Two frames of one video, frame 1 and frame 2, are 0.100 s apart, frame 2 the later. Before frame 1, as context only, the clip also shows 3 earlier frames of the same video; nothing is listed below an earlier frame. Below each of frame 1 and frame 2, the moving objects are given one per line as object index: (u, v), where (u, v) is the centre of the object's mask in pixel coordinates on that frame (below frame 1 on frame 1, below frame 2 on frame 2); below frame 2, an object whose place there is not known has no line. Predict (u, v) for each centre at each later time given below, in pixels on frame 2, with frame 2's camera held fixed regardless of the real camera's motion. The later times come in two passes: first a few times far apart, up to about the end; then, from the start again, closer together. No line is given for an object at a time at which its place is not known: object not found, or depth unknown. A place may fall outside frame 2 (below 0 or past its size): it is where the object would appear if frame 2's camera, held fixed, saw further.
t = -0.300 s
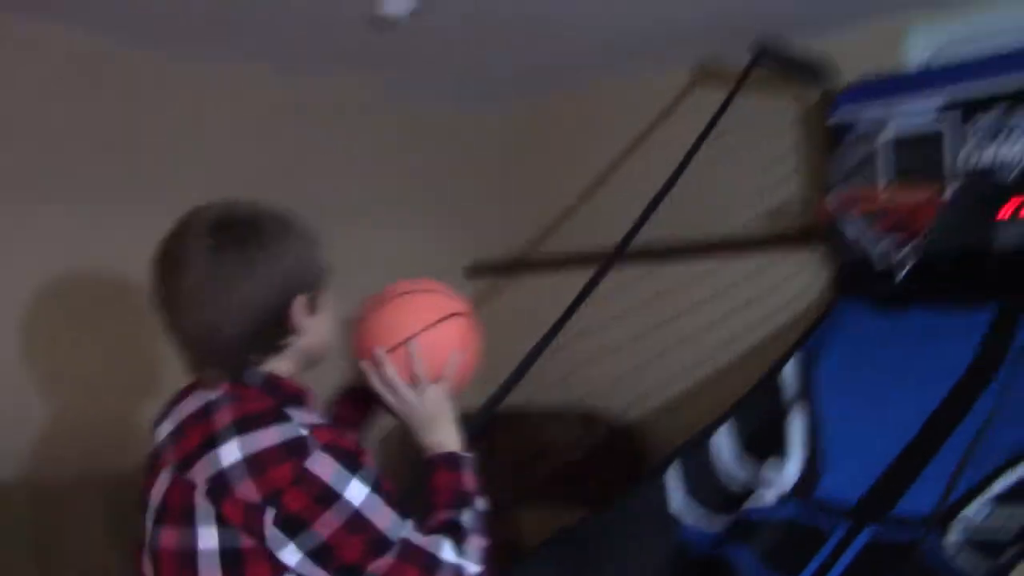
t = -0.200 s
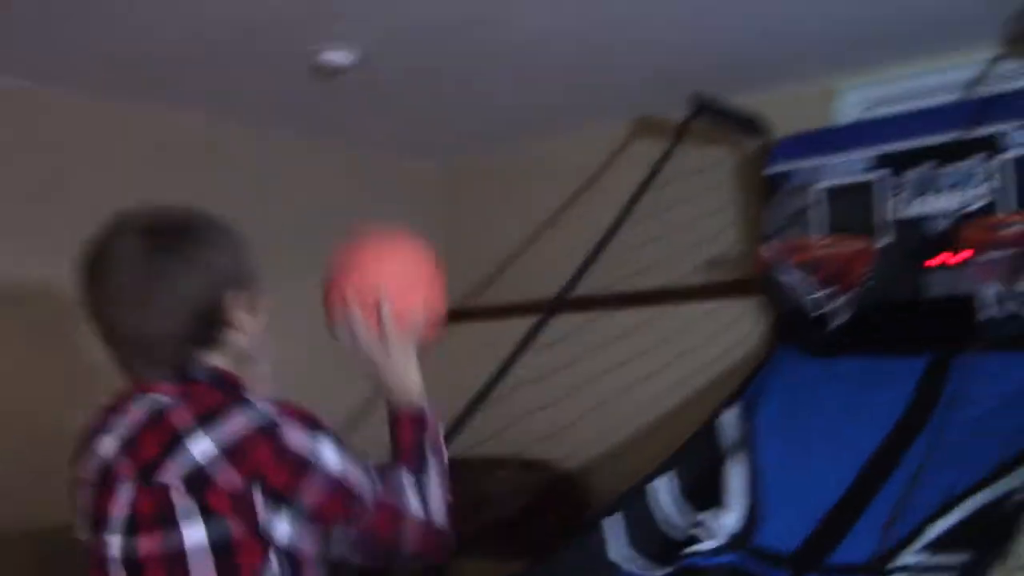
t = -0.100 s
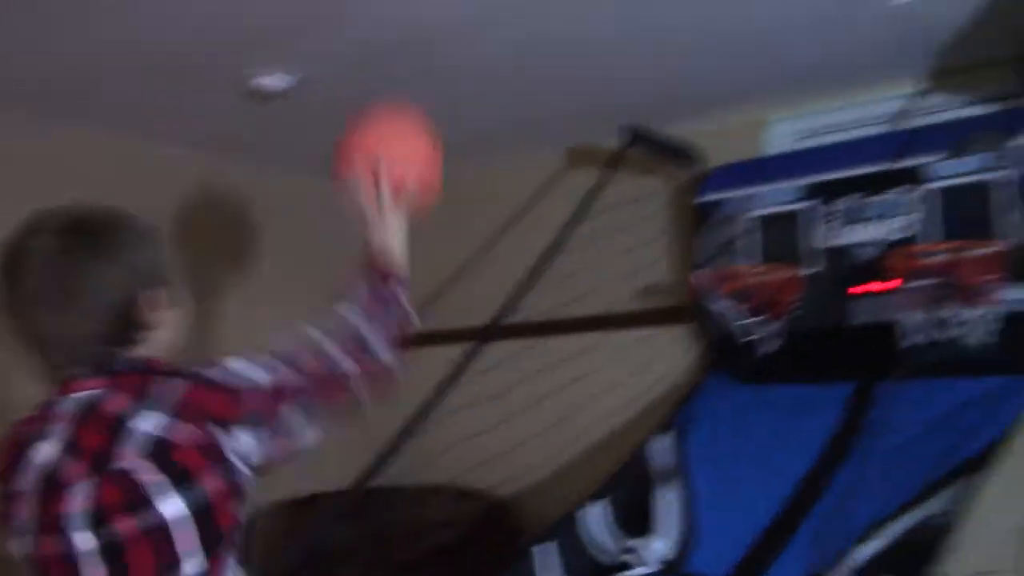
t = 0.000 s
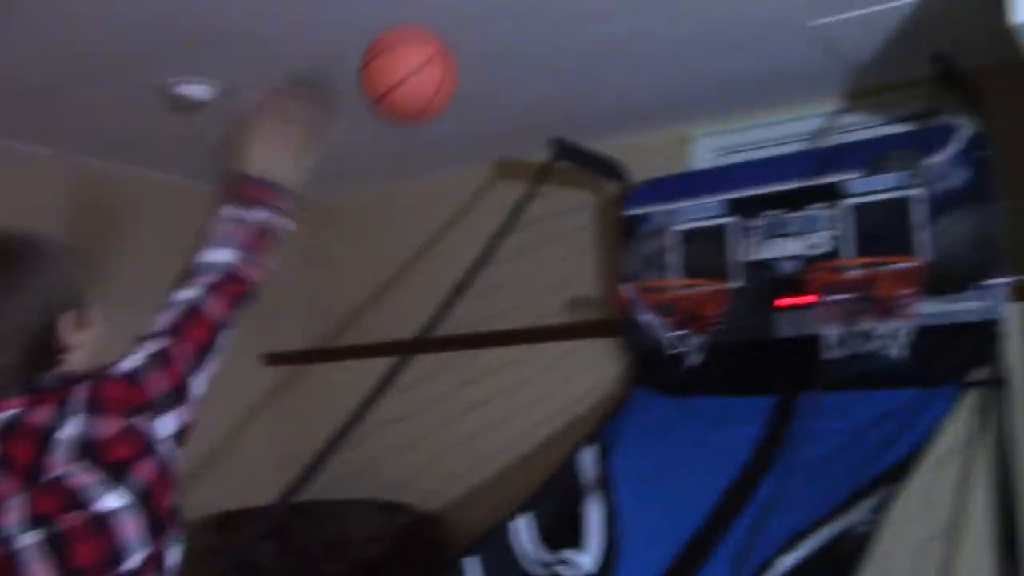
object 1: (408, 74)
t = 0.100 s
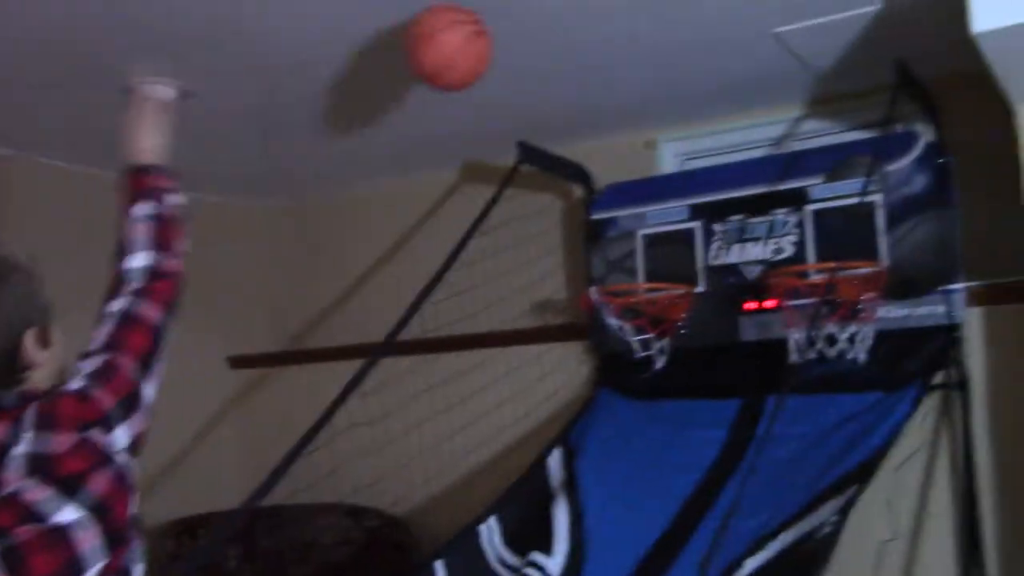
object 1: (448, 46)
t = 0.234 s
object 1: (527, 77)
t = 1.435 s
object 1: (644, 509)
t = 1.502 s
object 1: (642, 528)
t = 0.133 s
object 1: (471, 47)
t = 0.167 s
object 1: (491, 54)
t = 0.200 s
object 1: (510, 64)
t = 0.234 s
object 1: (527, 77)
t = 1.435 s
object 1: (644, 509)
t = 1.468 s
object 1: (642, 520)
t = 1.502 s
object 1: (642, 528)
